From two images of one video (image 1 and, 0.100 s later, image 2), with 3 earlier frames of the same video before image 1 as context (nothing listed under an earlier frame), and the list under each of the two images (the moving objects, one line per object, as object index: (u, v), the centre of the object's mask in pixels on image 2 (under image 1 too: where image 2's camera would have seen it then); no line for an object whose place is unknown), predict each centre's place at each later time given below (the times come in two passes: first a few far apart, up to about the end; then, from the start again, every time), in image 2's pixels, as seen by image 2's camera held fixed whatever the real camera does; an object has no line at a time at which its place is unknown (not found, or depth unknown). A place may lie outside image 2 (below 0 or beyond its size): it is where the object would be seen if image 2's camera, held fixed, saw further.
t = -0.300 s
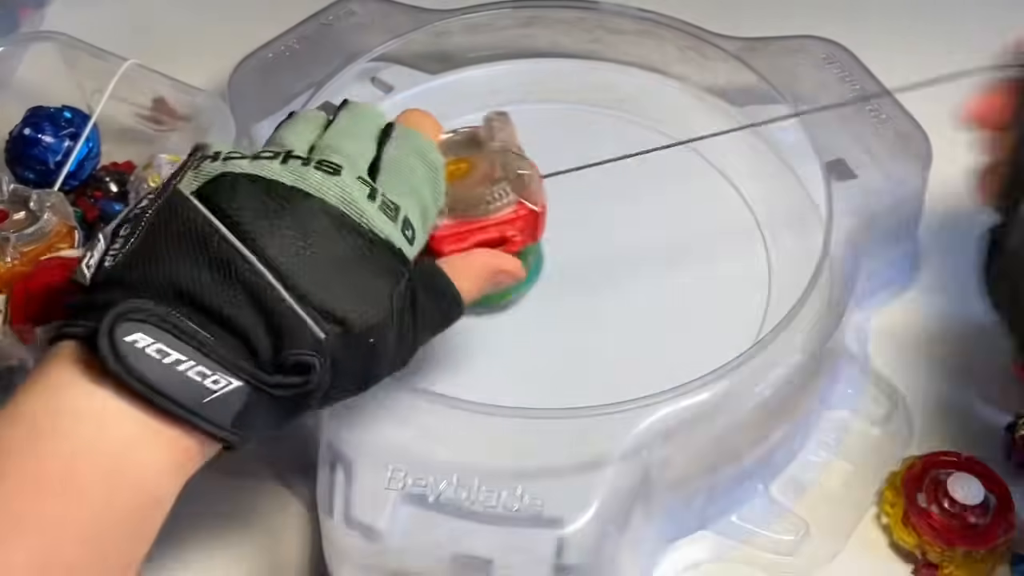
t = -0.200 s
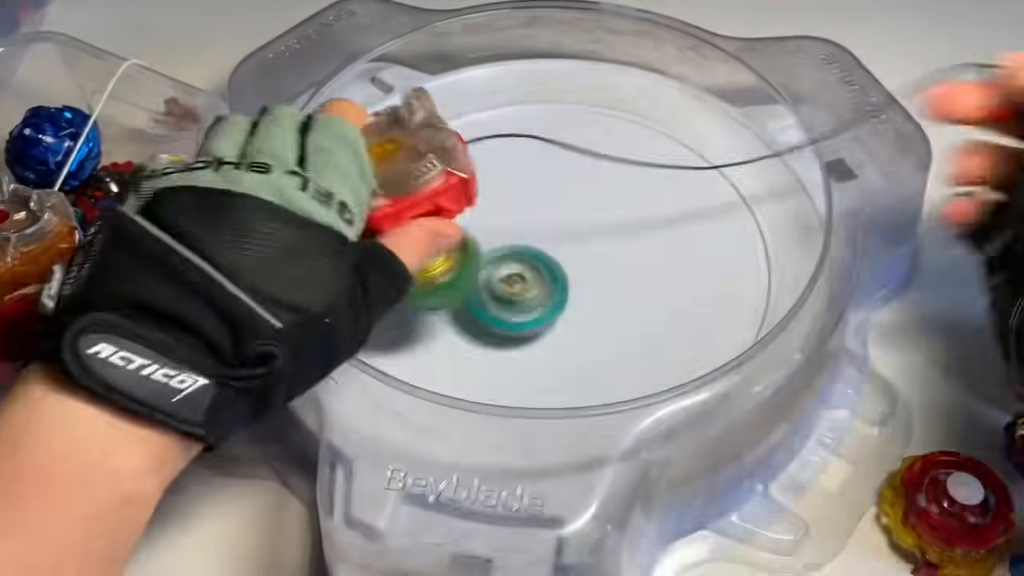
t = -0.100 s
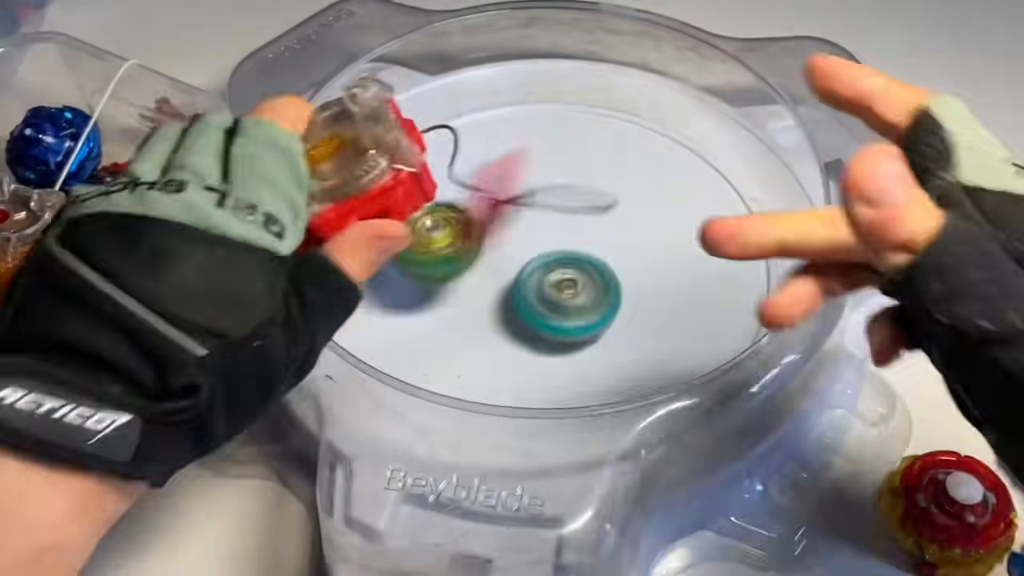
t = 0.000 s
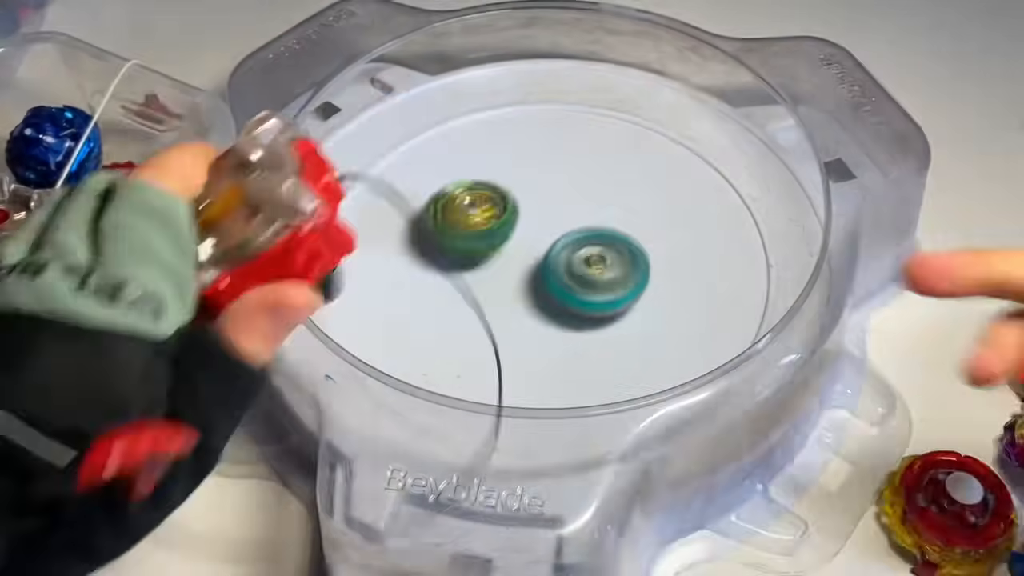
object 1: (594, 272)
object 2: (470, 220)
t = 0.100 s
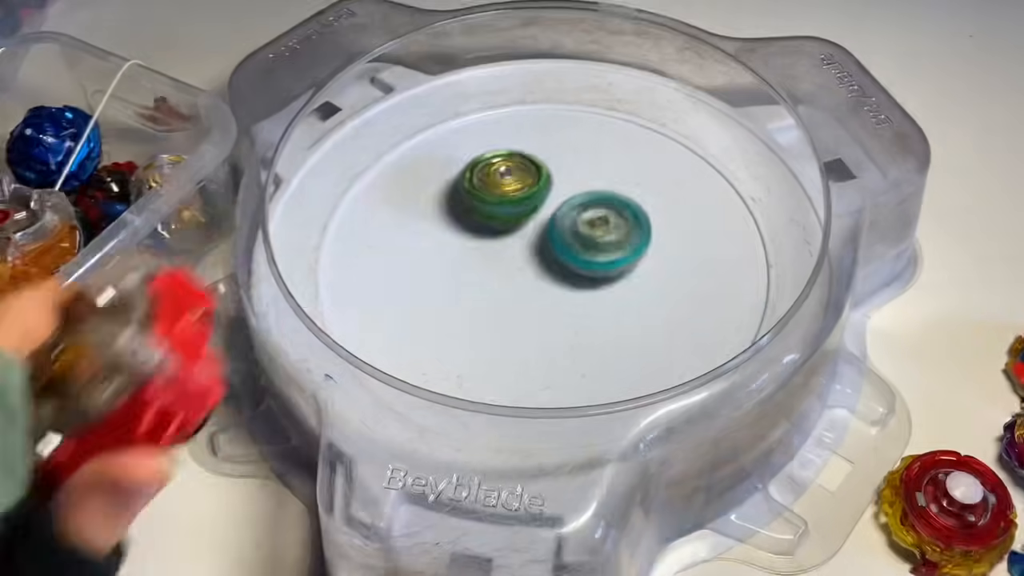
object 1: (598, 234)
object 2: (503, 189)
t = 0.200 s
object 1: (651, 250)
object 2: (457, 126)
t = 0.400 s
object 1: (677, 286)
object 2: (419, 144)
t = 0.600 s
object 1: (589, 258)
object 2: (454, 232)
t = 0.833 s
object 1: (560, 234)
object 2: (468, 269)
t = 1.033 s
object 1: (605, 255)
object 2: (483, 287)
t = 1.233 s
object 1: (606, 265)
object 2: (484, 257)
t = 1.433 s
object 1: (557, 276)
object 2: (448, 235)
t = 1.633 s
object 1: (554, 294)
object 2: (460, 249)
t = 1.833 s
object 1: (571, 289)
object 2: (461, 201)
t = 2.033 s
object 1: (520, 273)
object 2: (444, 188)
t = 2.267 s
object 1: (523, 301)
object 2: (505, 204)
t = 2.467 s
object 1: (528, 272)
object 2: (557, 163)
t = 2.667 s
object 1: (497, 249)
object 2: (540, 150)
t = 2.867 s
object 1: (476, 281)
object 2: (550, 204)
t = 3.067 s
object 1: (525, 265)
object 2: (628, 228)
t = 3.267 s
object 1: (517, 227)
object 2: (657, 207)
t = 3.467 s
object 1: (485, 233)
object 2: (589, 221)
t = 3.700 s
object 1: (443, 249)
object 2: (604, 286)
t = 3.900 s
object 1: (504, 290)
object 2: (627, 302)
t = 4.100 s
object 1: (515, 218)
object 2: (650, 307)
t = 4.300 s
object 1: (514, 201)
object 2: (646, 283)
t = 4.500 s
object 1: (495, 216)
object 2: (565, 299)
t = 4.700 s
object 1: (537, 202)
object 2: (545, 324)
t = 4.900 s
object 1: (575, 210)
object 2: (541, 306)
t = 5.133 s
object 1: (569, 233)
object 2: (494, 288)
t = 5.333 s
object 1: (566, 234)
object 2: (463, 269)
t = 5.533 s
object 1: (592, 255)
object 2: (468, 243)
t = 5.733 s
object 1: (564, 297)
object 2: (487, 214)
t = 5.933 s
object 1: (481, 303)
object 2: (527, 168)
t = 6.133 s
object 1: (458, 347)
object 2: (559, 98)
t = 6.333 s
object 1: (551, 331)
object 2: (536, 183)
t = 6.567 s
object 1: (575, 317)
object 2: (532, 220)
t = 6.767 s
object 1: (517, 318)
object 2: (551, 226)
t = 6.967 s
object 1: (440, 272)
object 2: (606, 234)
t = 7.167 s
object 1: (405, 260)
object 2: (654, 243)
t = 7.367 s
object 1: (463, 254)
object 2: (625, 249)
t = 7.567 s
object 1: (488, 231)
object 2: (581, 284)
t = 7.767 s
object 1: (528, 209)
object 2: (535, 293)
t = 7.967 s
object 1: (576, 217)
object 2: (494, 273)
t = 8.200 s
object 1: (598, 249)
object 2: (480, 234)
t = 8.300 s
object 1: (592, 268)
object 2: (489, 220)
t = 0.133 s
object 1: (597, 226)
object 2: (509, 182)
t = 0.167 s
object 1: (626, 238)
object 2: (482, 153)
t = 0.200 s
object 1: (651, 250)
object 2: (457, 126)
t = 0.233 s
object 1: (670, 259)
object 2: (440, 104)
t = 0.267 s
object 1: (682, 267)
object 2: (431, 97)
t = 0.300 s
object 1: (688, 273)
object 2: (424, 104)
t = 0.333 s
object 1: (689, 280)
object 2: (421, 118)
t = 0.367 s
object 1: (685, 284)
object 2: (419, 127)
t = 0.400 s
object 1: (677, 286)
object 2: (419, 144)
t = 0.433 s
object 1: (663, 286)
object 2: (422, 159)
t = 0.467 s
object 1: (649, 283)
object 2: (427, 176)
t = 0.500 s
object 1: (633, 277)
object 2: (434, 190)
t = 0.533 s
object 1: (617, 273)
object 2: (440, 205)
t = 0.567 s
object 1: (602, 265)
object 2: (447, 218)
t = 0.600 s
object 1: (589, 258)
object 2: (454, 232)
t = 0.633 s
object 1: (577, 251)
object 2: (460, 242)
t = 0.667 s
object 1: (568, 245)
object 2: (465, 250)
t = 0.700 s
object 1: (563, 239)
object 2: (466, 255)
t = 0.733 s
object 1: (561, 234)
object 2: (464, 259)
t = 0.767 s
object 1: (561, 232)
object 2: (465, 262)
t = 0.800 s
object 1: (559, 232)
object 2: (467, 266)
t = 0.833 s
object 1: (560, 234)
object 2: (468, 269)
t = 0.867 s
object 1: (568, 235)
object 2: (464, 272)
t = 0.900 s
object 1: (578, 239)
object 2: (464, 276)
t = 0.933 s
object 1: (584, 242)
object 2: (464, 280)
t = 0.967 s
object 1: (593, 246)
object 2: (468, 284)
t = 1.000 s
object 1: (601, 250)
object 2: (474, 287)
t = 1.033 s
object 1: (605, 255)
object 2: (483, 287)
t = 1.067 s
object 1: (605, 260)
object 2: (490, 285)
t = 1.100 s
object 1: (604, 263)
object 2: (500, 281)
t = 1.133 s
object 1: (609, 264)
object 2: (496, 275)
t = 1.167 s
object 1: (612, 265)
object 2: (493, 269)
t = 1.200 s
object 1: (611, 265)
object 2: (488, 263)
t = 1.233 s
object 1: (606, 265)
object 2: (484, 257)
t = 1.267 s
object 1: (598, 265)
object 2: (478, 251)
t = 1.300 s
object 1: (589, 266)
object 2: (471, 246)
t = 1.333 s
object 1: (579, 268)
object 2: (465, 241)
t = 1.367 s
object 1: (570, 270)
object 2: (459, 237)
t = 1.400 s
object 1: (564, 272)
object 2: (453, 236)
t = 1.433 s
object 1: (557, 276)
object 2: (448, 235)
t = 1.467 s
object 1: (552, 278)
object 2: (444, 236)
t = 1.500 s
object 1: (548, 282)
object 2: (443, 237)
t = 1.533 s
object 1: (547, 286)
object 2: (443, 240)
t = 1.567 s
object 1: (548, 290)
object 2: (445, 244)
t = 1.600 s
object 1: (551, 293)
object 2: (452, 246)
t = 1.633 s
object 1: (554, 294)
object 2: (460, 249)
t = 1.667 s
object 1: (562, 297)
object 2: (464, 243)
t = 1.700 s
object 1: (571, 301)
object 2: (465, 236)
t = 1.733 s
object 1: (575, 304)
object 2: (466, 227)
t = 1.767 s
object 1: (577, 302)
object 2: (464, 217)
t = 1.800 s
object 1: (576, 296)
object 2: (464, 209)
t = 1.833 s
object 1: (571, 289)
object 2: (461, 201)
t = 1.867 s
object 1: (565, 282)
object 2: (458, 195)
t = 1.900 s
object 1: (559, 278)
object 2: (454, 190)
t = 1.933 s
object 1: (551, 273)
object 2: (450, 187)
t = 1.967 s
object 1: (541, 271)
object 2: (448, 186)
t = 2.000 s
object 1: (530, 271)
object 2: (445, 186)
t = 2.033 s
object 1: (520, 273)
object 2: (444, 188)
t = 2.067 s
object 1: (512, 278)
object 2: (445, 191)
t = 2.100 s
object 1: (507, 284)
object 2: (450, 196)
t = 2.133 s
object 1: (505, 288)
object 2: (456, 200)
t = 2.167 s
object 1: (506, 290)
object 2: (467, 205)
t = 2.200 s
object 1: (513, 293)
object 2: (478, 209)
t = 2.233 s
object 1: (520, 300)
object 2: (491, 207)
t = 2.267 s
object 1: (523, 301)
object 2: (505, 204)
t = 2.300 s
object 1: (522, 302)
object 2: (518, 199)
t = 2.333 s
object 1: (527, 299)
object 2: (530, 192)
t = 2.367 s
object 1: (529, 292)
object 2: (540, 185)
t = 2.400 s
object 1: (527, 285)
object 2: (547, 178)
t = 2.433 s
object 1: (526, 279)
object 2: (554, 170)
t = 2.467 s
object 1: (528, 272)
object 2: (557, 163)
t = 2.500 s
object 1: (529, 266)
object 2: (560, 157)
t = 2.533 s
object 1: (526, 263)
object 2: (559, 152)
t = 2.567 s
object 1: (523, 260)
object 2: (557, 147)
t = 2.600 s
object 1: (514, 256)
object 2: (552, 144)
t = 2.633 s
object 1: (502, 253)
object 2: (546, 145)
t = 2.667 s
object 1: (497, 249)
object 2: (540, 150)
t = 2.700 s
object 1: (493, 247)
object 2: (535, 156)
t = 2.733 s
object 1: (489, 249)
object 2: (532, 165)
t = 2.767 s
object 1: (487, 255)
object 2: (531, 176)
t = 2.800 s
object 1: (482, 265)
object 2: (535, 186)
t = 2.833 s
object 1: (477, 276)
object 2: (542, 194)
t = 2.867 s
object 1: (476, 281)
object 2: (550, 204)
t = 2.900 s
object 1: (477, 285)
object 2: (563, 212)
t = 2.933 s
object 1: (487, 287)
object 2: (575, 218)
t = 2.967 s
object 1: (497, 286)
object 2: (588, 222)
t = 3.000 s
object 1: (510, 281)
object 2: (601, 225)
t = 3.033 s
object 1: (522, 273)
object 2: (614, 228)
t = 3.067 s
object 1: (525, 265)
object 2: (628, 228)
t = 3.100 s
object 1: (528, 258)
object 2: (639, 226)
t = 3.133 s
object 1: (524, 248)
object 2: (648, 224)
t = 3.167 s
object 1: (521, 240)
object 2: (654, 220)
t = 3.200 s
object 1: (517, 232)
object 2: (658, 216)
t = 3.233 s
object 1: (516, 228)
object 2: (659, 211)
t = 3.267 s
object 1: (517, 227)
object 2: (657, 207)
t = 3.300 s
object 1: (515, 228)
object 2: (651, 204)
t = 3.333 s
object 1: (511, 230)
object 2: (642, 203)
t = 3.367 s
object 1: (501, 232)
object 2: (630, 203)
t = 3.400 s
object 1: (495, 234)
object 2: (617, 207)
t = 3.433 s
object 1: (487, 234)
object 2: (603, 213)
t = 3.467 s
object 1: (485, 233)
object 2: (589, 221)
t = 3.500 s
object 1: (474, 232)
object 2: (587, 230)
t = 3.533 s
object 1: (460, 232)
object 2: (590, 240)
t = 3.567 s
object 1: (448, 232)
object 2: (592, 249)
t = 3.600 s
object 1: (443, 234)
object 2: (594, 259)
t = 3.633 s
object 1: (439, 237)
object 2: (597, 269)
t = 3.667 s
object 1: (441, 242)
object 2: (600, 277)
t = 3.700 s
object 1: (443, 249)
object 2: (604, 286)
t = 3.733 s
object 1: (449, 259)
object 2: (609, 292)
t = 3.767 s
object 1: (458, 269)
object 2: (614, 298)
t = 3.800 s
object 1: (472, 277)
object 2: (618, 302)
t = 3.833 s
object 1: (482, 285)
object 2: (623, 304)
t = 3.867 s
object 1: (493, 288)
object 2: (626, 305)
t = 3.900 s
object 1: (504, 290)
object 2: (627, 302)
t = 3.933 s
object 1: (514, 285)
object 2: (627, 300)
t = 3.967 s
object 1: (524, 277)
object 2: (625, 296)
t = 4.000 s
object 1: (523, 260)
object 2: (629, 297)
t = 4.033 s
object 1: (522, 243)
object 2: (636, 304)
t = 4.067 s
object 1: (520, 230)
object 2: (643, 307)
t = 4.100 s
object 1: (515, 218)
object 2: (650, 307)
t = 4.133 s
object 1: (512, 207)
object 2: (656, 305)
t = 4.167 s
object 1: (510, 201)
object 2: (661, 303)
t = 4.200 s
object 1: (509, 197)
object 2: (662, 299)
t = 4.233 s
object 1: (509, 195)
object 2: (661, 293)
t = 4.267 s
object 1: (511, 198)
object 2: (655, 289)
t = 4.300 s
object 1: (514, 201)
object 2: (646, 283)
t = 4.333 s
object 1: (515, 207)
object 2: (633, 277)
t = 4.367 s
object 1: (517, 215)
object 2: (616, 274)
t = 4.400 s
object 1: (514, 226)
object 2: (598, 271)
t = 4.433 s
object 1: (506, 224)
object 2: (583, 275)
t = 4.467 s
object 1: (499, 220)
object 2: (574, 288)
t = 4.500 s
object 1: (495, 216)
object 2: (565, 299)
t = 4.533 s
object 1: (494, 213)
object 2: (560, 307)
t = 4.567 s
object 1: (496, 210)
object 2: (554, 314)
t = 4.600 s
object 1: (501, 208)
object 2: (551, 319)
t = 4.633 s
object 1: (512, 206)
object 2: (548, 322)
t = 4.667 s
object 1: (526, 203)
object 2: (546, 324)
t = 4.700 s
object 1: (537, 202)
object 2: (545, 324)
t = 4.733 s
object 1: (546, 202)
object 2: (545, 323)
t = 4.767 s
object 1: (553, 202)
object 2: (544, 321)
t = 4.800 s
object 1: (560, 203)
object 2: (544, 318)
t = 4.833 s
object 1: (567, 204)
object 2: (543, 313)
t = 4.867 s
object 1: (572, 207)
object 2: (543, 309)
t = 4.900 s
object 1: (575, 210)
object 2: (541, 306)
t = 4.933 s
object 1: (576, 214)
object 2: (537, 303)
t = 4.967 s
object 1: (576, 218)
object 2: (533, 299)
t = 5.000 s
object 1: (577, 220)
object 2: (525, 296)
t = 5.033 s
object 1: (577, 224)
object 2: (517, 294)
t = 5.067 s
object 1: (575, 228)
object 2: (509, 292)
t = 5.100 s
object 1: (573, 230)
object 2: (502, 290)
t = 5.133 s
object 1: (569, 233)
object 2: (494, 288)
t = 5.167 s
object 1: (565, 235)
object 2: (487, 285)
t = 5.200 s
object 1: (563, 235)
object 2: (480, 283)
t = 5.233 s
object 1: (561, 235)
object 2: (475, 280)
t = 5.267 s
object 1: (560, 236)
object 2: (470, 277)
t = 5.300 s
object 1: (562, 235)
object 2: (467, 273)
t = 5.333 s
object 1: (566, 234)
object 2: (463, 269)
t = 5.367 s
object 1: (569, 235)
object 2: (461, 266)
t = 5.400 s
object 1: (574, 236)
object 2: (461, 262)
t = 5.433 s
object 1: (579, 239)
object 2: (462, 258)
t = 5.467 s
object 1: (584, 243)
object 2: (463, 254)
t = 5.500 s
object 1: (589, 248)
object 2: (465, 249)
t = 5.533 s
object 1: (592, 255)
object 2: (468, 243)
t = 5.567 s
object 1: (594, 262)
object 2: (471, 238)
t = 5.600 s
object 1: (593, 271)
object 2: (472, 235)
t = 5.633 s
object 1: (590, 279)
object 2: (476, 229)
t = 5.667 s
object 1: (584, 286)
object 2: (480, 224)
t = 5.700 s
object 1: (575, 292)
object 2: (484, 219)
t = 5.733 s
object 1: (564, 297)
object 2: (487, 214)
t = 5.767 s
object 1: (550, 299)
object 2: (491, 209)
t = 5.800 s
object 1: (537, 298)
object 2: (495, 205)
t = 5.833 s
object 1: (525, 294)
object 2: (501, 201)
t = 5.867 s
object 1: (513, 289)
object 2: (505, 199)
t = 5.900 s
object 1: (501, 285)
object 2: (510, 196)
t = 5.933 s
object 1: (481, 303)
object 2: (527, 168)
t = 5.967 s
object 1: (465, 316)
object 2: (539, 144)
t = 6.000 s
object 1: (453, 326)
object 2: (548, 121)
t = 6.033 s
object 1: (447, 334)
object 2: (554, 106)
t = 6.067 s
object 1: (446, 340)
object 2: (558, 93)
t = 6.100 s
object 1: (450, 344)
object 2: (560, 92)
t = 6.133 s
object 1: (458, 347)
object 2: (559, 98)
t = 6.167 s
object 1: (467, 349)
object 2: (556, 111)
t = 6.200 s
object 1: (483, 343)
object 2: (554, 123)
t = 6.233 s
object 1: (498, 345)
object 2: (550, 138)
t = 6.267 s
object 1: (517, 341)
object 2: (545, 154)
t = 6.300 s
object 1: (534, 338)
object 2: (541, 169)
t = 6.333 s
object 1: (551, 331)
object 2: (536, 183)
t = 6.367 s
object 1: (564, 326)
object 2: (533, 195)
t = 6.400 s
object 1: (574, 320)
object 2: (530, 208)
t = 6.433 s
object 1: (579, 313)
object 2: (530, 220)
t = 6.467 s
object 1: (580, 308)
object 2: (531, 229)
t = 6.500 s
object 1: (582, 310)
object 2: (532, 225)
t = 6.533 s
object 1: (580, 315)
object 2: (532, 220)
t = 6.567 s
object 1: (575, 317)
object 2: (532, 220)
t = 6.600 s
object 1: (570, 319)
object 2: (532, 221)
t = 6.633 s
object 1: (562, 318)
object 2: (535, 222)
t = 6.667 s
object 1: (553, 317)
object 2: (537, 224)
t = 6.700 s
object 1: (542, 317)
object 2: (541, 226)
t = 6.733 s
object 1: (530, 319)
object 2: (547, 225)
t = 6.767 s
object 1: (517, 318)
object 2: (551, 226)
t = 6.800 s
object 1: (504, 313)
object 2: (554, 228)
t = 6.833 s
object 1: (492, 308)
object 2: (558, 231)
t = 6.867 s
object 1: (484, 301)
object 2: (563, 233)
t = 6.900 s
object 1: (479, 291)
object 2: (566, 236)
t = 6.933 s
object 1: (463, 279)
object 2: (584, 234)
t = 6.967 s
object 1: (440, 272)
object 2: (606, 234)
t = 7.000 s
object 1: (424, 268)
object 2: (624, 233)
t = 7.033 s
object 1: (412, 262)
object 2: (636, 236)
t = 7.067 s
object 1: (406, 261)
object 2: (644, 238)
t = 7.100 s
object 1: (405, 258)
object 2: (650, 240)
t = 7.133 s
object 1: (404, 260)
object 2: (653, 241)
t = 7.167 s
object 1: (405, 260)
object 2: (654, 243)
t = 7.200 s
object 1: (410, 259)
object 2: (652, 242)
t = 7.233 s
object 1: (418, 257)
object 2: (647, 242)
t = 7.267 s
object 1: (428, 259)
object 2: (644, 243)
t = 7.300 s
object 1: (440, 259)
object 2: (639, 243)
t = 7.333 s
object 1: (450, 256)
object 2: (632, 246)
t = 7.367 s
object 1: (463, 254)
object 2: (625, 249)
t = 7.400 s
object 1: (473, 254)
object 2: (613, 254)
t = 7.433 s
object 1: (482, 253)
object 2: (602, 258)
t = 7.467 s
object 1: (490, 250)
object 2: (590, 262)
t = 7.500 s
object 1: (493, 249)
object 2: (580, 268)
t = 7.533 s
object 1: (489, 239)
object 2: (582, 277)
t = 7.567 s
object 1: (488, 231)
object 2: (581, 284)
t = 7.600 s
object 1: (492, 225)
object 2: (574, 288)
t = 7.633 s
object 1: (498, 221)
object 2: (567, 291)
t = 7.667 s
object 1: (504, 217)
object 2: (560, 293)
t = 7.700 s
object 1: (510, 214)
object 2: (552, 294)
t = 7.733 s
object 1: (520, 211)
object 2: (544, 295)
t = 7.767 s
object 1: (528, 209)
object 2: (535, 293)
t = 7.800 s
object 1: (537, 208)
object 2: (528, 292)
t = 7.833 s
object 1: (547, 209)
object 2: (520, 290)
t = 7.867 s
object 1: (556, 209)
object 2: (514, 286)
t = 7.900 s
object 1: (561, 212)
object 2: (505, 283)
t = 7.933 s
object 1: (570, 215)
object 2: (499, 278)
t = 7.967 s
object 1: (576, 217)
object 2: (494, 273)
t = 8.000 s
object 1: (581, 221)
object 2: (490, 269)
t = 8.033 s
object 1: (586, 225)
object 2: (487, 263)
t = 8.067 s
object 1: (590, 229)
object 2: (484, 257)
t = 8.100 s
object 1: (593, 234)
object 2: (482, 252)
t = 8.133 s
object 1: (596, 239)
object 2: (480, 245)
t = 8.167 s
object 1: (597, 244)
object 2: (480, 240)
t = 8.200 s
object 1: (598, 249)
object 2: (480, 234)
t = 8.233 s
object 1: (598, 255)
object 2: (484, 229)
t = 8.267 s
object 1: (595, 262)
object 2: (485, 225)
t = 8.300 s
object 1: (592, 268)
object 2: (489, 220)
